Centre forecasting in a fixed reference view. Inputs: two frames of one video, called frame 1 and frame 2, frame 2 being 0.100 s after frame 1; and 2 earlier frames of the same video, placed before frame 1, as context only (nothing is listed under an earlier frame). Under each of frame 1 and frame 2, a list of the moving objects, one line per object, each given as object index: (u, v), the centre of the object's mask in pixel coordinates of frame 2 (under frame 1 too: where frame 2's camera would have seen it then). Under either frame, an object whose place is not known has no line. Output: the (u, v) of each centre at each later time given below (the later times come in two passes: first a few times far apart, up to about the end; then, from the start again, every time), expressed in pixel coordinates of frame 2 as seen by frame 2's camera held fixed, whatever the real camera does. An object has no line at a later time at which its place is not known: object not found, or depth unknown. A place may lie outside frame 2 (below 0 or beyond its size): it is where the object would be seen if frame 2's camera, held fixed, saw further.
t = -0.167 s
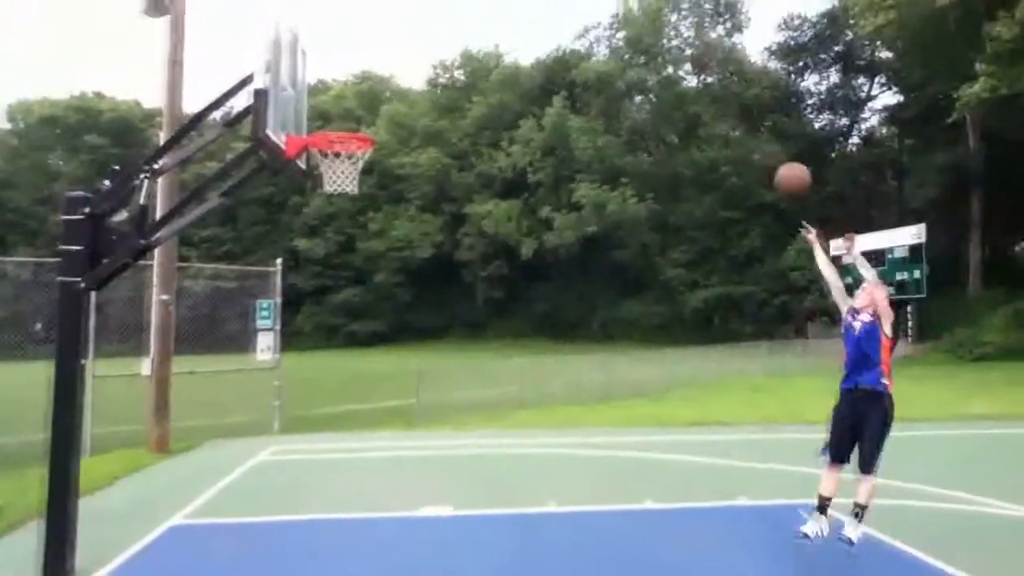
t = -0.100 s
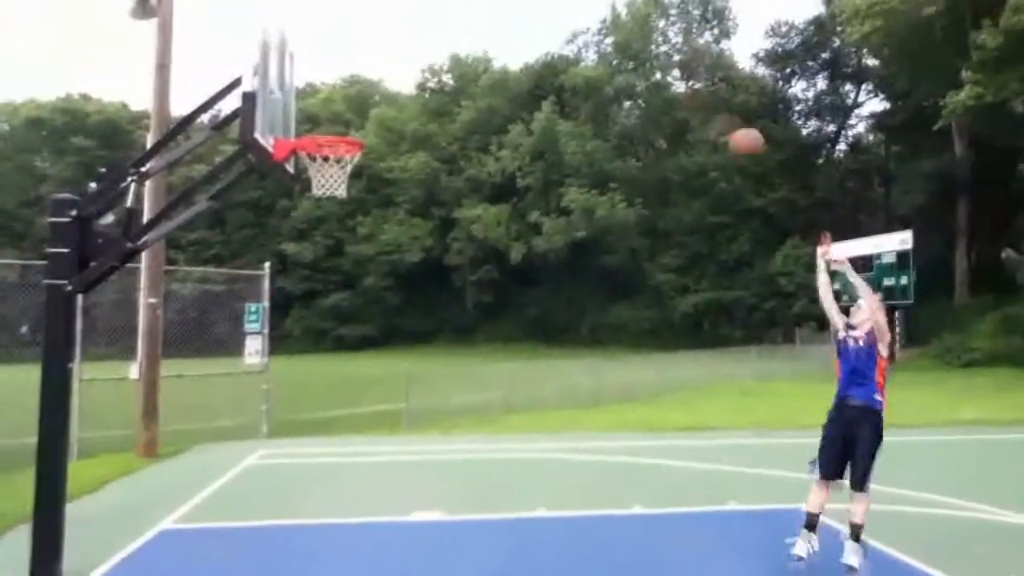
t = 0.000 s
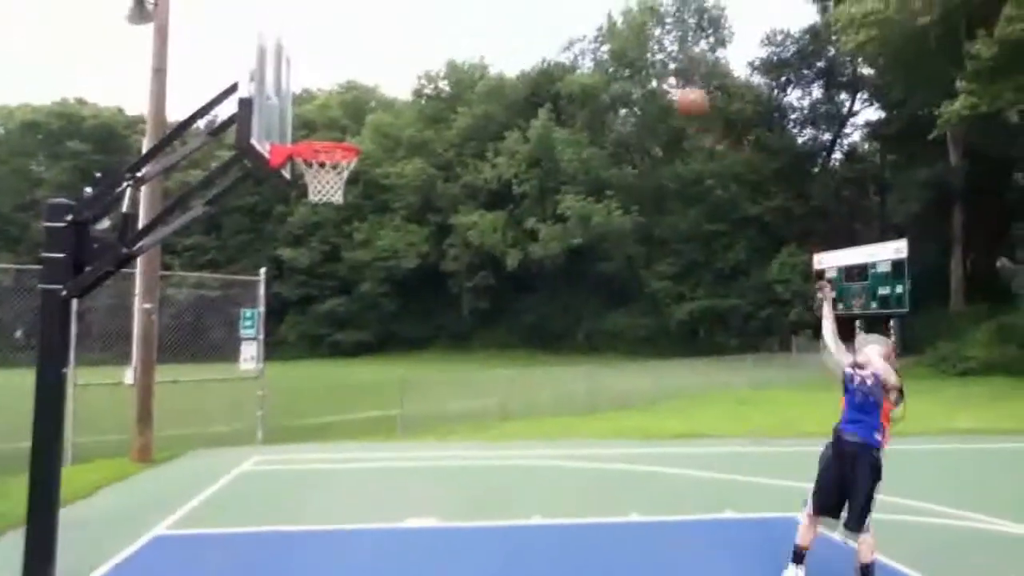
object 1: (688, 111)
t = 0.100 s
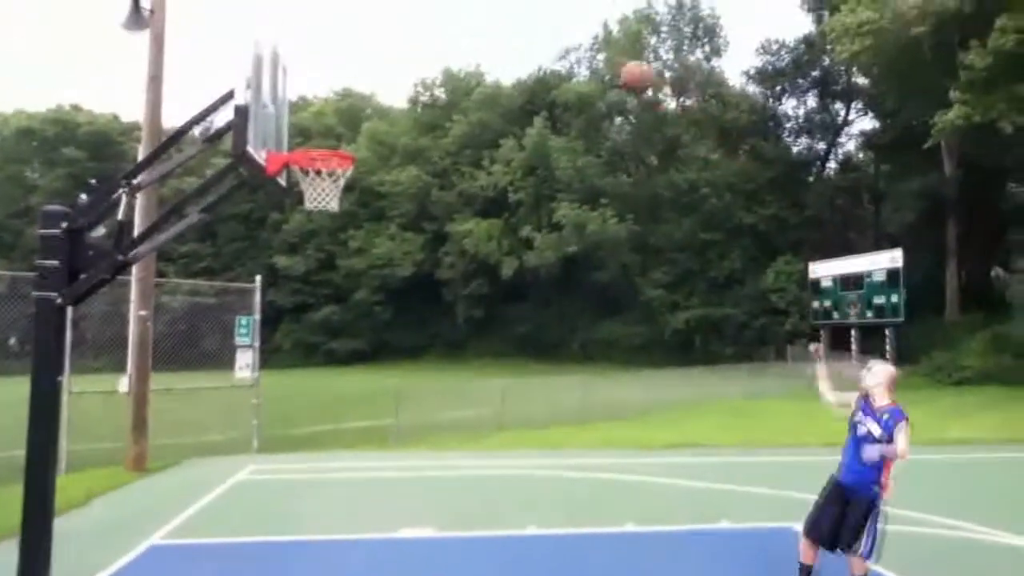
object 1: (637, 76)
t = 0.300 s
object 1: (535, 48)
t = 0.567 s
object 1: (409, 91)
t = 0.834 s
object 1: (312, 180)
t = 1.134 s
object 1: (329, 192)
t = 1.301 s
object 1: (333, 242)
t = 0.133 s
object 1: (620, 70)
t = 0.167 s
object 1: (604, 59)
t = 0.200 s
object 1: (584, 56)
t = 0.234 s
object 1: (566, 52)
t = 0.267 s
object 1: (551, 50)
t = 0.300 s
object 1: (535, 48)
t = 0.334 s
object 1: (517, 48)
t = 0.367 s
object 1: (501, 50)
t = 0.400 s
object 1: (485, 53)
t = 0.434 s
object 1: (469, 57)
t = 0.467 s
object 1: (454, 64)
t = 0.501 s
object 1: (437, 71)
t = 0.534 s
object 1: (422, 80)
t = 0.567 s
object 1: (409, 91)
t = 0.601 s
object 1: (399, 97)
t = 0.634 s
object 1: (374, 116)
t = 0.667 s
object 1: (360, 127)
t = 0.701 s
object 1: (346, 138)
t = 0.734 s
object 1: (333, 144)
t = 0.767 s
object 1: (348, 147)
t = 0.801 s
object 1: (318, 181)
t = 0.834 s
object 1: (312, 180)
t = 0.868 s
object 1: (310, 179)
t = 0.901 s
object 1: (313, 181)
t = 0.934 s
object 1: (314, 181)
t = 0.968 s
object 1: (316, 180)
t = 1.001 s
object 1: (326, 176)
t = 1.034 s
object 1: (328, 178)
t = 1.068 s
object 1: (329, 181)
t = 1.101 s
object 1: (330, 182)
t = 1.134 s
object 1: (329, 192)
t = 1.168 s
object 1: (336, 205)
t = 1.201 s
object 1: (333, 211)
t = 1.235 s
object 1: (332, 218)
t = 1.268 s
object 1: (332, 228)
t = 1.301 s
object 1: (333, 242)
